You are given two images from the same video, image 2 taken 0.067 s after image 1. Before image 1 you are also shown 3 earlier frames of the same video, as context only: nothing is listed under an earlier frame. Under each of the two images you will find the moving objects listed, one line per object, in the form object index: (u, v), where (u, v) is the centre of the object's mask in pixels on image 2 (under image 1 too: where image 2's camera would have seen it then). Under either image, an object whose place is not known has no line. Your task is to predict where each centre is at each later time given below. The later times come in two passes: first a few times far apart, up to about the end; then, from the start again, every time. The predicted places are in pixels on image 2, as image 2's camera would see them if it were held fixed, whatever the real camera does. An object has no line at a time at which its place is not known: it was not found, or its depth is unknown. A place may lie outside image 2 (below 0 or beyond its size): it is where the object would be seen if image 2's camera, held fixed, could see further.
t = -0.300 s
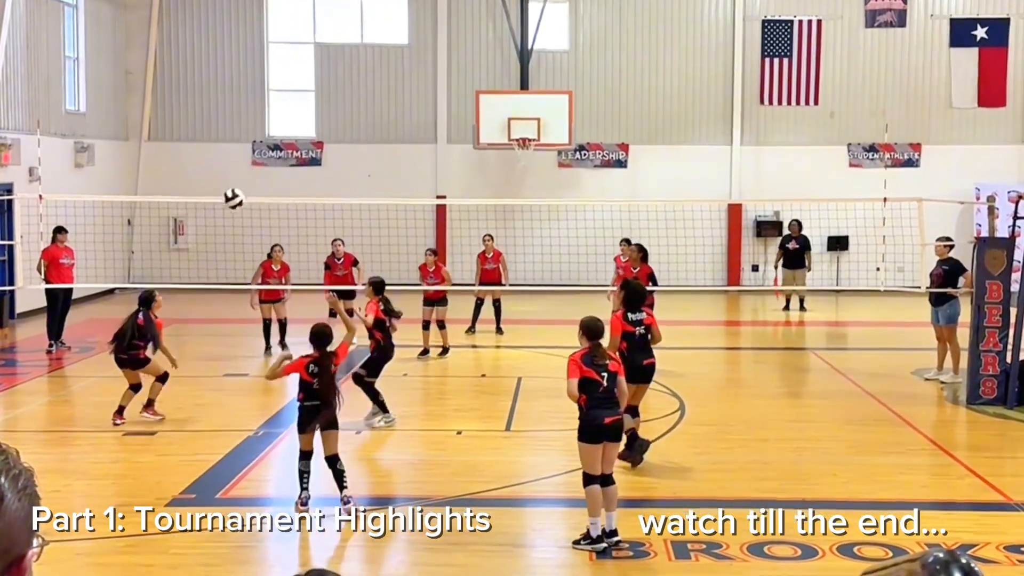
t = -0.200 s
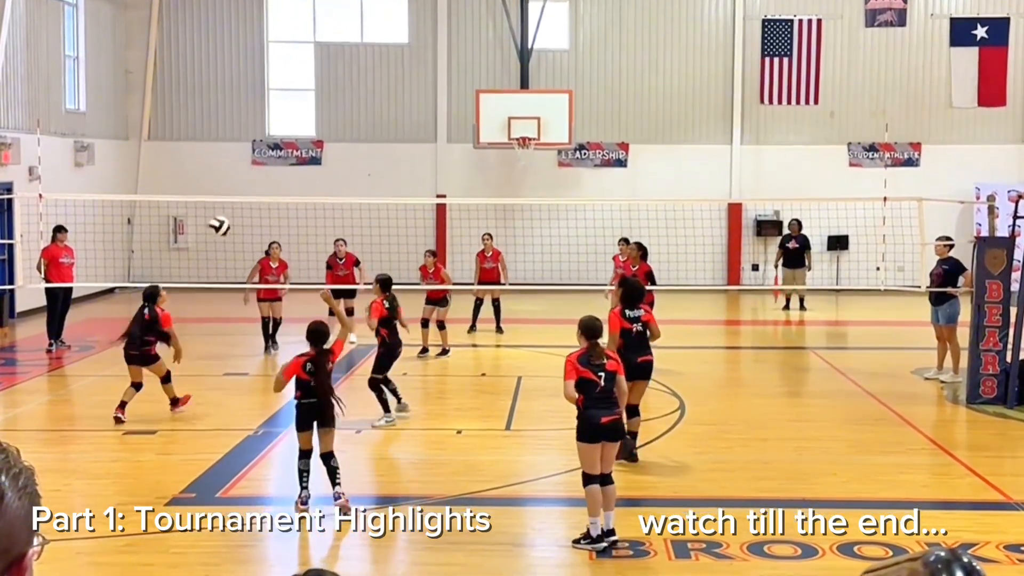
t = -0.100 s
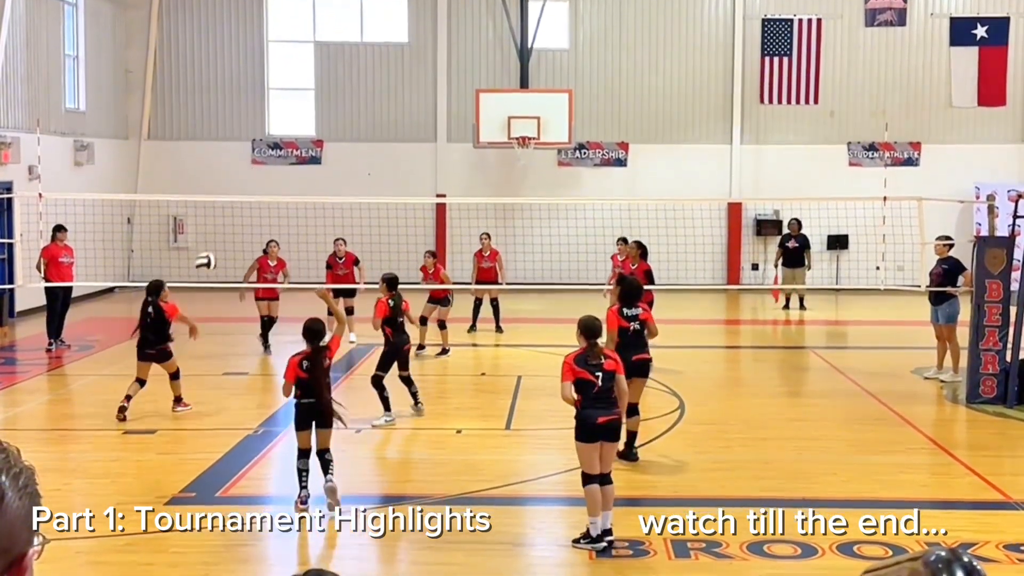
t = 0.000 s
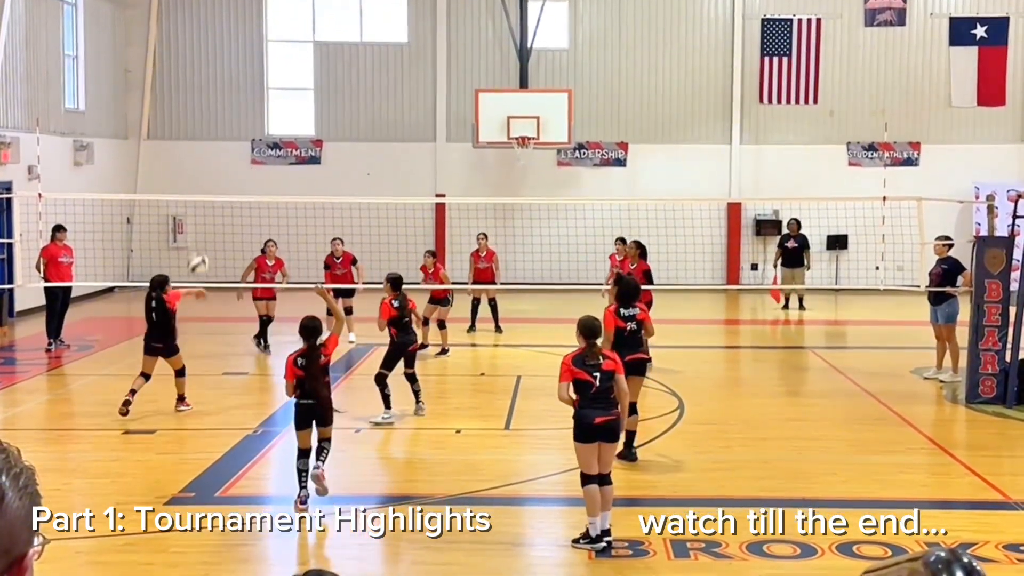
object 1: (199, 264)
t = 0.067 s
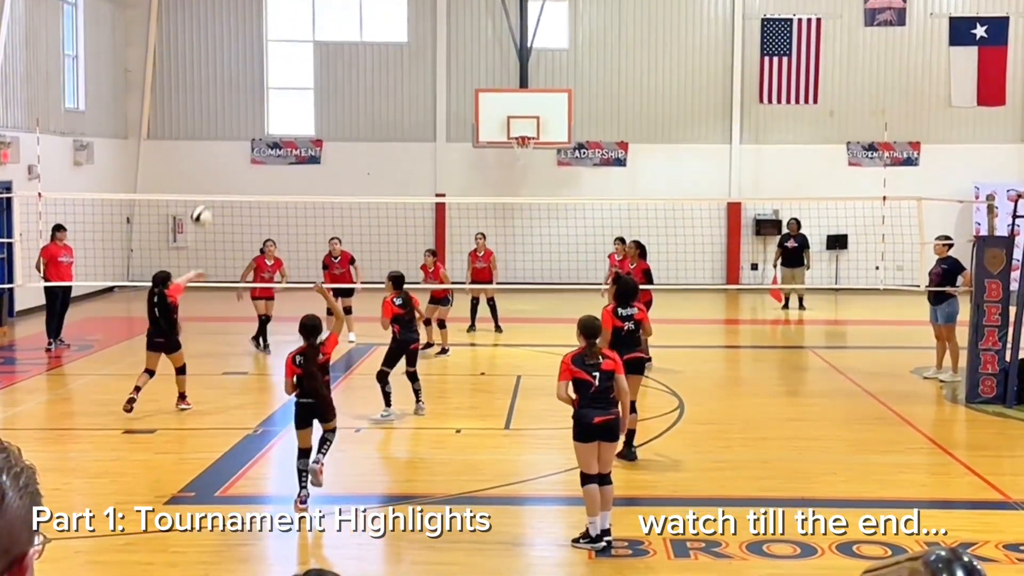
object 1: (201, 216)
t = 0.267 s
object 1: (209, 104)
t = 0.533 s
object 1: (220, 21)
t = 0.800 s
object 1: (231, 6)
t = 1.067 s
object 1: (242, 51)
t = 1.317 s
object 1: (253, 141)
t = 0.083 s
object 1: (202, 206)
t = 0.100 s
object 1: (202, 194)
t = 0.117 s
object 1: (203, 184)
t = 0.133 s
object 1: (204, 174)
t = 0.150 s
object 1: (204, 164)
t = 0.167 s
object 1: (205, 154)
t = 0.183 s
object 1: (206, 145)
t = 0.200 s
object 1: (207, 136)
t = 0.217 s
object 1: (208, 127)
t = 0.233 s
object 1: (208, 119)
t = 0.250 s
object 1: (209, 111)
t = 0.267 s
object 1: (209, 104)
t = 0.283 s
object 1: (210, 96)
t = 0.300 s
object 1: (210, 90)
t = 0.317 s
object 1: (210, 83)
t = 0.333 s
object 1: (211, 77)
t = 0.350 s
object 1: (212, 70)
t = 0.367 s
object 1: (213, 65)
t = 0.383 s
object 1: (214, 58)
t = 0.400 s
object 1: (214, 54)
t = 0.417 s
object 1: (216, 48)
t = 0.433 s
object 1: (216, 44)
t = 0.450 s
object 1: (217, 39)
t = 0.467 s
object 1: (217, 35)
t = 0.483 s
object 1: (218, 31)
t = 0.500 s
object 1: (218, 27)
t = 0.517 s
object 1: (219, 24)
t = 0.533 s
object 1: (220, 21)
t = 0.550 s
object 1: (221, 18)
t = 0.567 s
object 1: (221, 15)
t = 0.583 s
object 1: (222, 13)
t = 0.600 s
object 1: (223, 10)
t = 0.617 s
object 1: (224, 10)
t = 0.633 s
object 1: (224, 8)
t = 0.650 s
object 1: (225, 6)
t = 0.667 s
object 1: (226, 6)
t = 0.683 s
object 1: (227, 5)
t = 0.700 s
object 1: (228, 5)
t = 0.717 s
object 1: (228, 4)
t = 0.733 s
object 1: (229, 5)
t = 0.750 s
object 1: (229, 4)
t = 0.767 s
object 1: (230, 5)
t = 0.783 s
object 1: (231, 5)
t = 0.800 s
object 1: (231, 6)
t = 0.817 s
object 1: (232, 7)
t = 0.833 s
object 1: (233, 8)
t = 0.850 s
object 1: (233, 10)
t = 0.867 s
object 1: (234, 11)
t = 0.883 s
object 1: (235, 13)
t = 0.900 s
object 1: (236, 16)
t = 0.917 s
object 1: (236, 18)
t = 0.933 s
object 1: (237, 21)
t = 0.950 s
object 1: (238, 24)
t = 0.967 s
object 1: (238, 27)
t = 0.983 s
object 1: (239, 31)
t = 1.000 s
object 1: (239, 35)
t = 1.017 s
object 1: (240, 38)
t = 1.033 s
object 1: (241, 42)
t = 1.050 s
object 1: (242, 47)
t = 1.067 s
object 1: (242, 51)
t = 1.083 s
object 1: (243, 56)
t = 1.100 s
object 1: (243, 60)
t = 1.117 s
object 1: (244, 65)
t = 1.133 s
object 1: (245, 71)
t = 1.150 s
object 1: (246, 76)
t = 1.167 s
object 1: (247, 82)
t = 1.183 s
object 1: (248, 88)
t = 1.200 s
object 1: (248, 94)
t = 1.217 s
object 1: (249, 100)
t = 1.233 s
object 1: (249, 106)
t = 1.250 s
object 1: (250, 112)
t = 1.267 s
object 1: (251, 119)
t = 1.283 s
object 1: (252, 125)
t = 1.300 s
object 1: (252, 133)
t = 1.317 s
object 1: (253, 141)
